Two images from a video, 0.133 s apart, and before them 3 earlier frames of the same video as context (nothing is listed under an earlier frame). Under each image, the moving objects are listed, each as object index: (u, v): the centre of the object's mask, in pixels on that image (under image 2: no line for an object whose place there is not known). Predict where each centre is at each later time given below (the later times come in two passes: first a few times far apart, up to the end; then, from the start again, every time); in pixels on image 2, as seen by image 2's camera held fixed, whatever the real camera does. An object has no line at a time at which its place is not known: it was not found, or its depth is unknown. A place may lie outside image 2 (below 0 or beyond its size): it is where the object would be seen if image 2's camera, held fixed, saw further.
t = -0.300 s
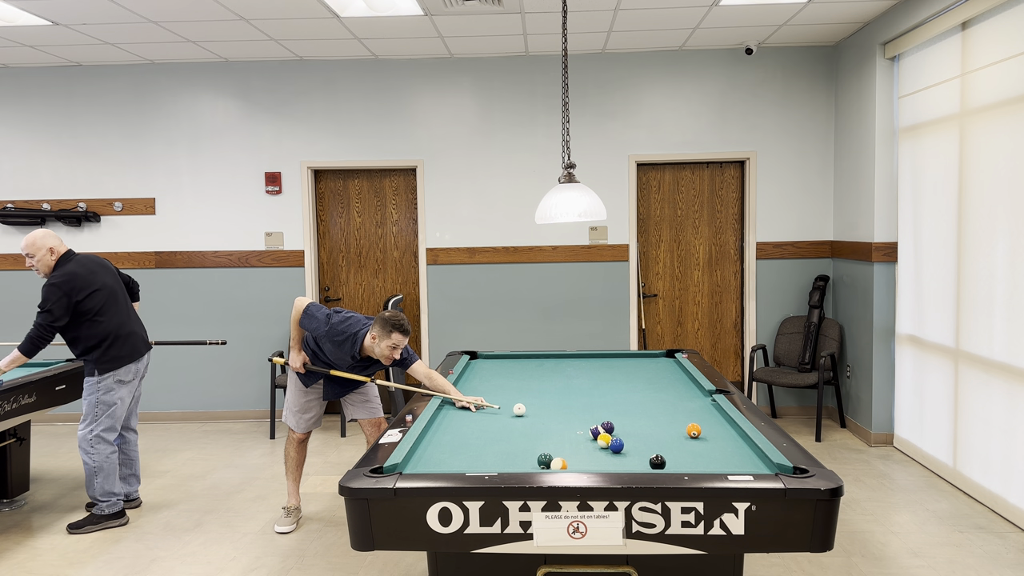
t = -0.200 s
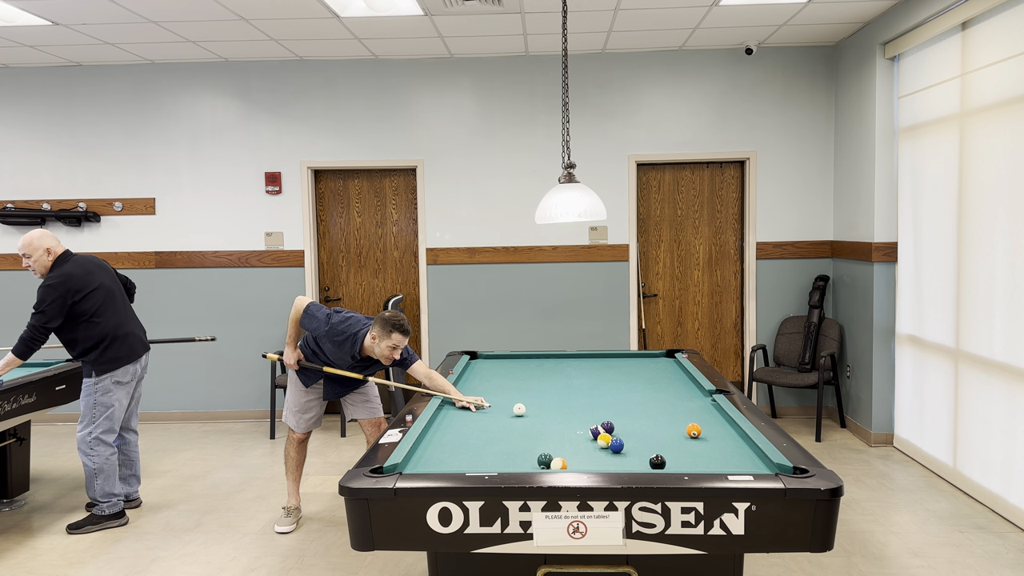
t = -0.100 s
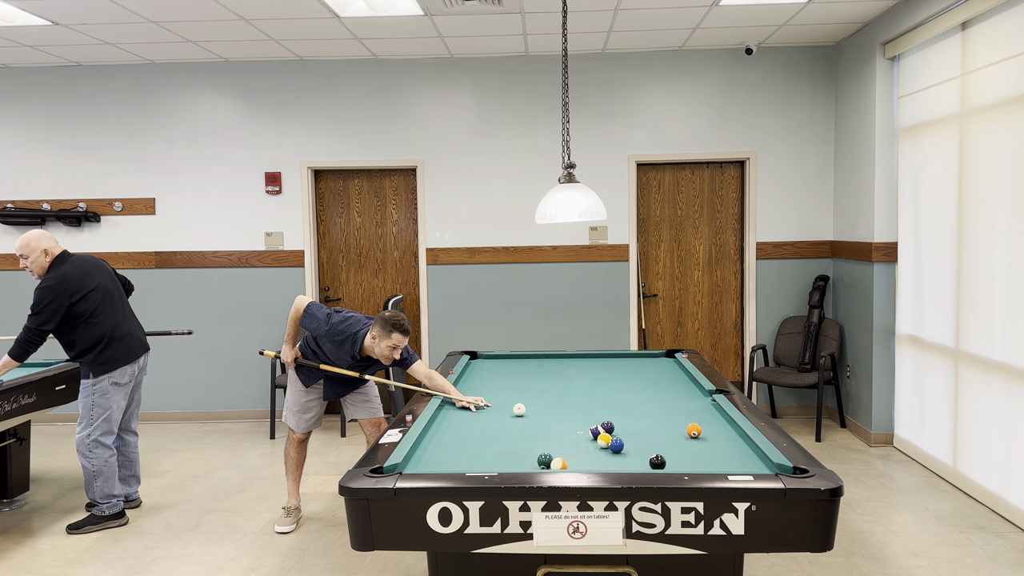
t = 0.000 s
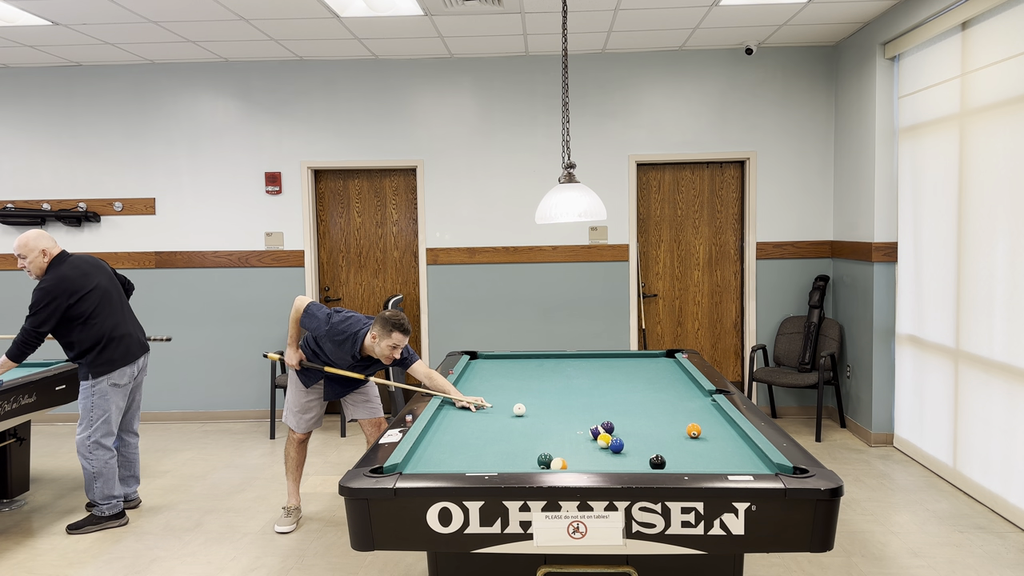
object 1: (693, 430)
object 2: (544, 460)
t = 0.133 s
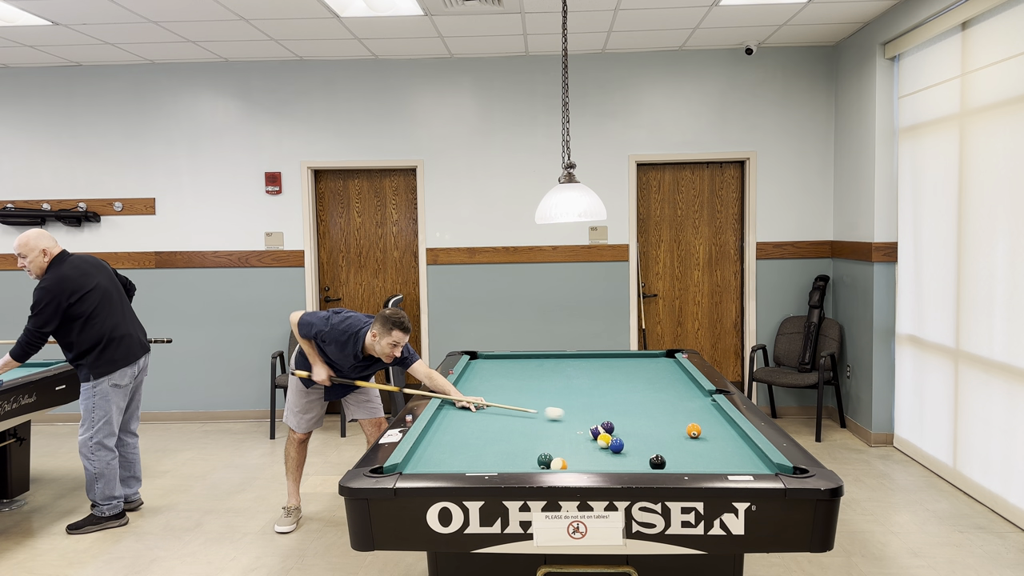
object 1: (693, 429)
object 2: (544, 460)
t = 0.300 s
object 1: (693, 429)
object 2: (544, 460)
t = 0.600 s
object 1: (692, 441)
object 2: (544, 460)
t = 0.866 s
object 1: (624, 448)
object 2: (544, 460)
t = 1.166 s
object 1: (550, 453)
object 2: (542, 461)
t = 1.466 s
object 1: (500, 453)
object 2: (523, 464)
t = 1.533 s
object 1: (489, 452)
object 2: (520, 463)
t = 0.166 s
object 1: (693, 430)
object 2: (544, 460)
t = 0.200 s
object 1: (693, 430)
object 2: (544, 460)
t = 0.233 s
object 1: (693, 430)
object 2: (544, 460)
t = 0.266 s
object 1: (693, 429)
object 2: (544, 460)
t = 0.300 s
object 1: (693, 429)
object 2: (544, 460)
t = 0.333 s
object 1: (693, 430)
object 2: (544, 460)
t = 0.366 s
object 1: (711, 432)
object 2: (544, 460)
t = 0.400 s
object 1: (731, 434)
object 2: (544, 460)
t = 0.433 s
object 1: (739, 436)
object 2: (544, 460)
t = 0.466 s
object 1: (729, 437)
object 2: (544, 460)
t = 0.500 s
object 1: (719, 438)
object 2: (544, 460)
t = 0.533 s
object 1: (709, 439)
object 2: (544, 460)
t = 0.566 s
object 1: (701, 440)
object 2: (544, 460)
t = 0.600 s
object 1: (692, 441)
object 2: (544, 460)
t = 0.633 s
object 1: (684, 442)
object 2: (544, 460)
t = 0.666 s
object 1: (676, 443)
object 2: (544, 460)
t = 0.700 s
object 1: (667, 444)
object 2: (544, 460)
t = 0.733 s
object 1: (658, 444)
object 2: (544, 460)
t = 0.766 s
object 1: (650, 445)
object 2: (544, 460)
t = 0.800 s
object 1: (642, 446)
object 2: (544, 460)
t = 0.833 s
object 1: (634, 447)
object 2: (544, 460)
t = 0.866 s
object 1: (624, 448)
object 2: (544, 460)
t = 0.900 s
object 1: (616, 449)
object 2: (544, 460)
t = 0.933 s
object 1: (608, 450)
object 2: (544, 460)
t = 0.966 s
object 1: (599, 451)
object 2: (544, 460)
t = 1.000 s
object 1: (591, 452)
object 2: (544, 460)
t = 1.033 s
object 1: (582, 453)
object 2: (544, 460)
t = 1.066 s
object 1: (573, 454)
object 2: (544, 460)
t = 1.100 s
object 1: (565, 454)
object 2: (544, 460)
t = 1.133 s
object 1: (556, 453)
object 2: (544, 460)
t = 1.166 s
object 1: (550, 453)
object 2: (542, 461)
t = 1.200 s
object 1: (545, 454)
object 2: (539, 463)
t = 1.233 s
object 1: (539, 453)
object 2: (536, 464)
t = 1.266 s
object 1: (533, 453)
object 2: (533, 465)
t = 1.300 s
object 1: (527, 453)
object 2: (531, 465)
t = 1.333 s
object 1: (522, 454)
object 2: (528, 465)
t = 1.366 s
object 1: (516, 454)
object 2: (527, 465)
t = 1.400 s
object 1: (511, 453)
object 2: (525, 465)
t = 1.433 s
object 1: (505, 453)
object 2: (524, 464)
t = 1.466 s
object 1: (500, 453)
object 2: (523, 464)
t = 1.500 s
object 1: (494, 452)
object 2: (521, 464)
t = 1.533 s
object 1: (489, 452)
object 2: (520, 463)
